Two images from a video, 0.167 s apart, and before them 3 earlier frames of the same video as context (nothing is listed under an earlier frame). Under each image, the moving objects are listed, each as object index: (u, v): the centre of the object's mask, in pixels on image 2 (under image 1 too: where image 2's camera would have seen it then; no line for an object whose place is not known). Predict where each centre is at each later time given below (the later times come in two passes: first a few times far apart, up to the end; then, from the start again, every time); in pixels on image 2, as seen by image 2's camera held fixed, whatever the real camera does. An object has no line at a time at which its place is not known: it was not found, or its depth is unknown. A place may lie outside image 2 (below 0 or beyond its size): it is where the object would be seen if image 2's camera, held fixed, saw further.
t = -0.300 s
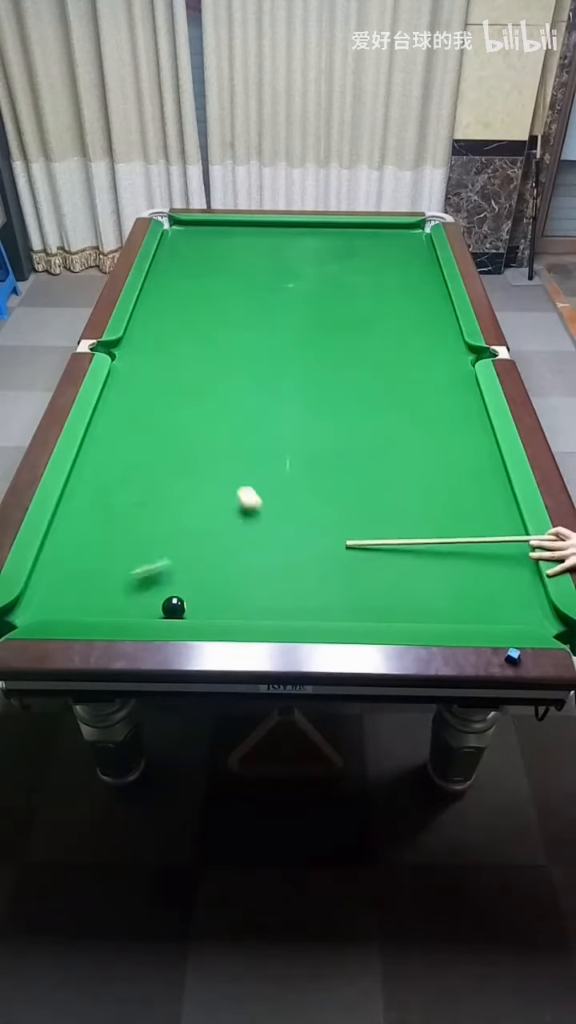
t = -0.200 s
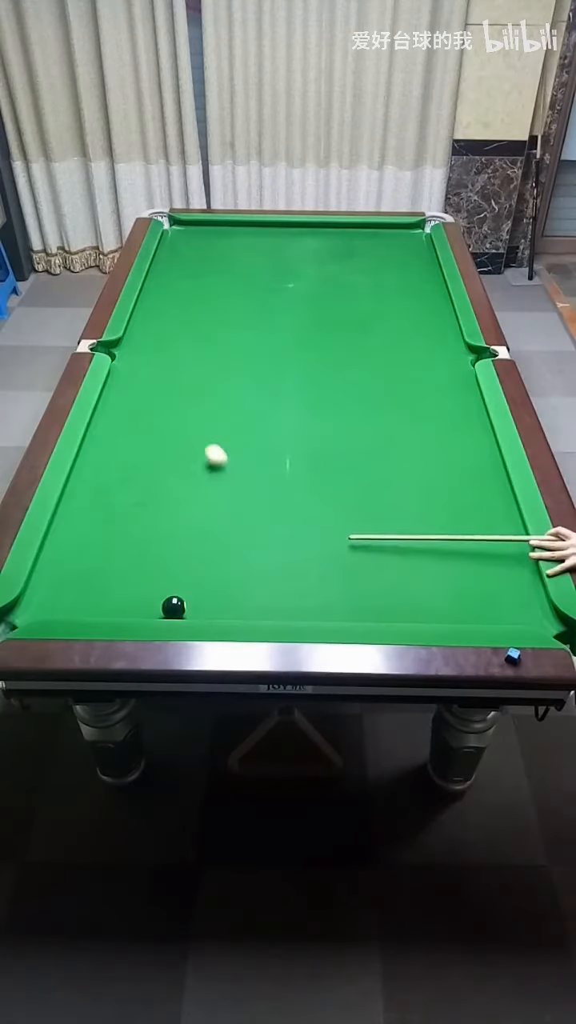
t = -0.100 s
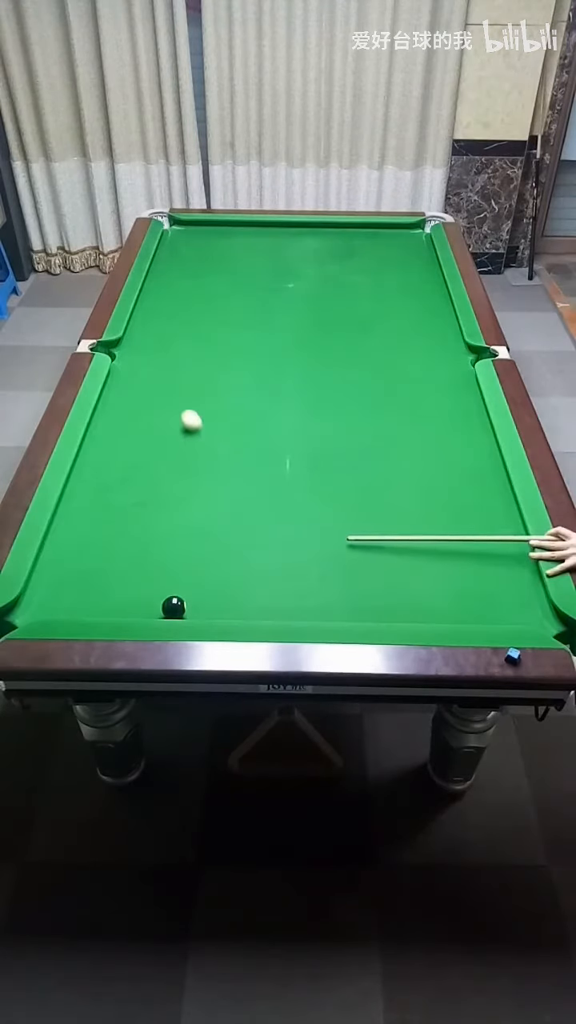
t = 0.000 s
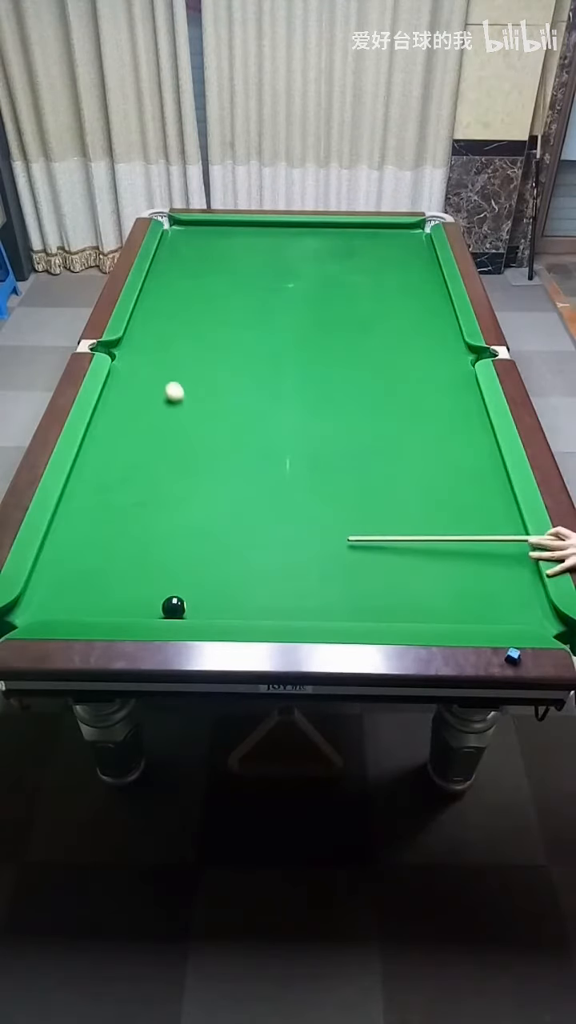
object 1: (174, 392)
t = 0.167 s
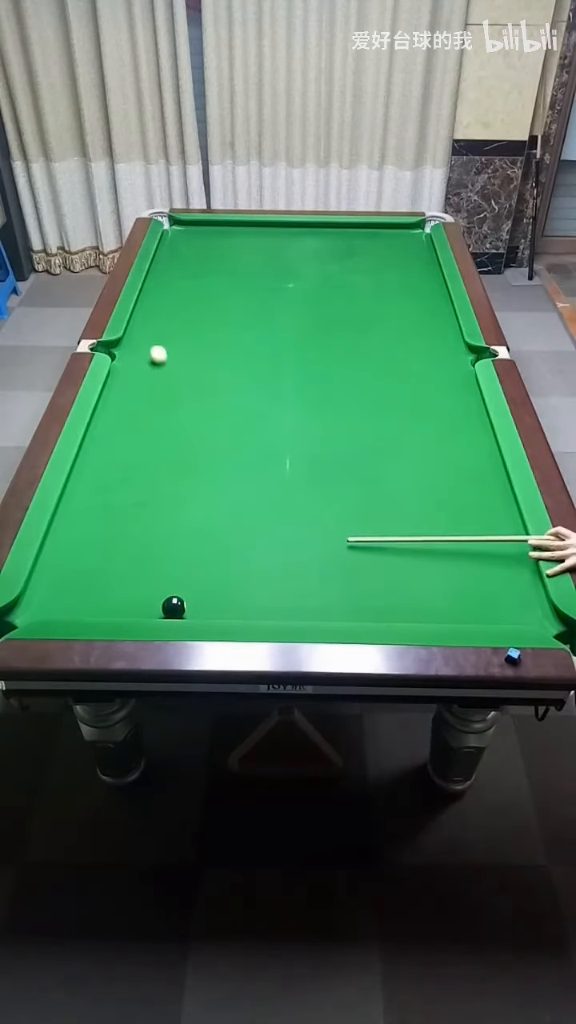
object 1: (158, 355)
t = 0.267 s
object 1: (150, 336)
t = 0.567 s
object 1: (157, 289)
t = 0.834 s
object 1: (183, 259)
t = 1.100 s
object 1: (204, 233)
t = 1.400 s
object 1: (216, 235)
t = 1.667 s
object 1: (222, 251)
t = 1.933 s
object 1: (229, 268)
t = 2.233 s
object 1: (236, 288)
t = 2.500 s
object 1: (243, 307)
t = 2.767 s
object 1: (250, 327)
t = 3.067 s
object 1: (258, 350)
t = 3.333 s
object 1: (265, 372)
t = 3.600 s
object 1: (273, 395)
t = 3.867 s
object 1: (282, 418)
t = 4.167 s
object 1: (292, 444)
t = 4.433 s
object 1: (301, 469)
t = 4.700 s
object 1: (310, 494)
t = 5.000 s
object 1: (321, 522)
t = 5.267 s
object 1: (330, 548)
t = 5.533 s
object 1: (340, 575)
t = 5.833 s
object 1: (352, 604)
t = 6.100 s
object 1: (359, 609)
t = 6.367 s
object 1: (362, 593)
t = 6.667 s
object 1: (366, 579)
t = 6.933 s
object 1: (369, 568)
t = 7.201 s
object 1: (371, 560)
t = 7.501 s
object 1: (373, 552)
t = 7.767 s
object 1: (375, 548)
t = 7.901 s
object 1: (376, 546)
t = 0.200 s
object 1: (155, 348)
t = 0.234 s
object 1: (152, 342)
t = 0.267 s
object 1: (150, 336)
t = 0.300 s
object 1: (148, 329)
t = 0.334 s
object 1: (145, 323)
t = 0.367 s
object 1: (143, 317)
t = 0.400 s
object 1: (140, 311)
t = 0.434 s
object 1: (142, 307)
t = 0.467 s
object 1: (146, 302)
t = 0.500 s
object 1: (150, 298)
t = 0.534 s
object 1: (154, 294)
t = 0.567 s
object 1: (157, 289)
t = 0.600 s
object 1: (161, 285)
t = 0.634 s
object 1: (164, 281)
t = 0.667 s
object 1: (167, 278)
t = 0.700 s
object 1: (171, 274)
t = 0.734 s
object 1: (174, 270)
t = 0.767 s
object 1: (176, 266)
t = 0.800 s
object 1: (180, 263)
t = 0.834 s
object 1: (183, 259)
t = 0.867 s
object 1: (186, 256)
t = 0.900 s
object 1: (189, 252)
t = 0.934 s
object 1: (191, 249)
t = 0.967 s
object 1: (194, 246)
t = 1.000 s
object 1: (196, 243)
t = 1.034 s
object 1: (199, 239)
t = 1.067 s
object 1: (202, 236)
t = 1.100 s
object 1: (204, 233)
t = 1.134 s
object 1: (206, 230)
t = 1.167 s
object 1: (209, 227)
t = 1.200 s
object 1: (211, 225)
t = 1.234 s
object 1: (212, 224)
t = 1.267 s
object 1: (213, 227)
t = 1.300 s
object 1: (214, 229)
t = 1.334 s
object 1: (215, 231)
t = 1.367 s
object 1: (215, 233)
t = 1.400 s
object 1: (216, 235)
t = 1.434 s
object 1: (217, 237)
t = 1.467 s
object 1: (218, 239)
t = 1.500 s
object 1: (218, 241)
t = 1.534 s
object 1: (219, 243)
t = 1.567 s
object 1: (220, 245)
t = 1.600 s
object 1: (221, 247)
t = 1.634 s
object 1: (222, 249)
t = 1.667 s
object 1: (222, 251)
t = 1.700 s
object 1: (223, 253)
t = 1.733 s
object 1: (224, 255)
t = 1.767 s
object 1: (225, 257)
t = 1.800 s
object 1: (225, 259)
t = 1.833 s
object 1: (226, 262)
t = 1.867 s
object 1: (227, 264)
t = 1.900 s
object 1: (228, 266)
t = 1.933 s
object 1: (229, 268)
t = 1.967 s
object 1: (229, 270)
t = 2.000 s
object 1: (230, 273)
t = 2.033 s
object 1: (231, 275)
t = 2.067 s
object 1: (232, 277)
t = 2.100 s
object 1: (233, 279)
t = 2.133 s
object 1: (234, 282)
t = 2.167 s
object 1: (234, 284)
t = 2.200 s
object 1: (235, 286)
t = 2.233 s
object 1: (236, 288)
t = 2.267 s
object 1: (237, 291)
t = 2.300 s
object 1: (238, 293)
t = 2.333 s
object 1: (238, 296)
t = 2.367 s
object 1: (239, 298)
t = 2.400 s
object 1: (240, 300)
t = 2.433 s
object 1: (241, 303)
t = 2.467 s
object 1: (242, 305)
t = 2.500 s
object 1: (243, 307)
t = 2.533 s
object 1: (243, 310)
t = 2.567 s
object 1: (244, 312)
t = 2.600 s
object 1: (245, 315)
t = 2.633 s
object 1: (246, 317)
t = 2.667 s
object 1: (247, 320)
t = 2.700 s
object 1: (248, 322)
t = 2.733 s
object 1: (249, 325)
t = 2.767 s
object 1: (250, 327)
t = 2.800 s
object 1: (251, 330)
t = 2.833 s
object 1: (251, 332)
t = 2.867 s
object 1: (252, 335)
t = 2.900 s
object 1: (253, 337)
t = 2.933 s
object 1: (254, 340)
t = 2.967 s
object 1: (255, 342)
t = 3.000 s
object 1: (256, 345)
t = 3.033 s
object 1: (257, 348)
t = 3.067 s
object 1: (258, 350)
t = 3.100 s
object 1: (259, 353)
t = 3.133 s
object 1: (259, 356)
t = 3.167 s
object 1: (260, 359)
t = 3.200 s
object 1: (261, 361)
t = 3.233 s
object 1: (262, 364)
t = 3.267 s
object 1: (264, 367)
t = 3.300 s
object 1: (264, 369)
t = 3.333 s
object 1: (265, 372)
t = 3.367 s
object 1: (266, 375)
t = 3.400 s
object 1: (267, 378)
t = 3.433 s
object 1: (268, 380)
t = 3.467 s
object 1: (269, 383)
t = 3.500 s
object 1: (270, 386)
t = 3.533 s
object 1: (271, 389)
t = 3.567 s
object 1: (272, 392)
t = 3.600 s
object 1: (273, 395)
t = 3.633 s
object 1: (274, 398)
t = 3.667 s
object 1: (275, 400)
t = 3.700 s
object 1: (277, 403)
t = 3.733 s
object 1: (278, 406)
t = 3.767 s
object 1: (279, 409)
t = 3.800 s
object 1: (280, 412)
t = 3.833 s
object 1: (281, 415)
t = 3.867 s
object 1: (282, 418)
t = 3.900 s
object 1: (283, 421)
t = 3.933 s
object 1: (284, 424)
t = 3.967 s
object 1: (285, 427)
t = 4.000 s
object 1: (286, 429)
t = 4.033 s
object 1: (287, 433)
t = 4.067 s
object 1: (288, 436)
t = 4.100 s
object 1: (290, 438)
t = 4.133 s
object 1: (291, 441)
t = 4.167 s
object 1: (292, 444)
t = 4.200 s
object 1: (293, 448)
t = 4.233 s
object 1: (294, 450)
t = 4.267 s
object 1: (295, 453)
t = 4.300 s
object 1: (296, 457)
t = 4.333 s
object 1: (297, 460)
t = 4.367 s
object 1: (298, 463)
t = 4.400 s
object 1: (299, 466)
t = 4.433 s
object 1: (301, 469)
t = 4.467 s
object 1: (302, 472)
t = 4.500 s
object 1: (303, 475)
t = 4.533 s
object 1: (304, 478)
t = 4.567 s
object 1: (305, 481)
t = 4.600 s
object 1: (306, 484)
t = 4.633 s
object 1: (308, 488)
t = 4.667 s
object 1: (309, 491)
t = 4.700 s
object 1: (310, 494)
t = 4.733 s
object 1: (311, 497)
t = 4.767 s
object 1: (312, 500)
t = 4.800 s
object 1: (313, 503)
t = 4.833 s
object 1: (315, 506)
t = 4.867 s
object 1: (316, 510)
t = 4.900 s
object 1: (317, 513)
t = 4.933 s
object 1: (318, 516)
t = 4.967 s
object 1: (320, 519)
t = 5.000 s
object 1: (321, 522)
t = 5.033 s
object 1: (322, 526)
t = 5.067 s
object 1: (323, 529)
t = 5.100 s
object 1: (325, 532)
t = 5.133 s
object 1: (326, 535)
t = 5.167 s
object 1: (327, 538)
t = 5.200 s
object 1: (328, 542)
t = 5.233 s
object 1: (329, 545)
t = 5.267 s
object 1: (330, 548)
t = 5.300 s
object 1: (332, 551)
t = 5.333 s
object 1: (333, 555)
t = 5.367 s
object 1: (334, 558)
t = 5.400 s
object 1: (335, 561)
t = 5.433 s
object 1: (337, 565)
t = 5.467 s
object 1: (338, 568)
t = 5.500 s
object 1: (339, 571)
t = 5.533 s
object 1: (340, 575)
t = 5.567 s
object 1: (342, 578)
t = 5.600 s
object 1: (343, 581)
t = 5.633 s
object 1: (344, 585)
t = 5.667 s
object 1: (345, 588)
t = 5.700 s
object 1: (346, 591)
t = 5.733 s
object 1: (348, 594)
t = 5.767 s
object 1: (349, 598)
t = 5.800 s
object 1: (350, 601)
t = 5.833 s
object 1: (352, 604)
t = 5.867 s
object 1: (353, 607)
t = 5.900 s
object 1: (354, 610)
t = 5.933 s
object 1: (355, 611)
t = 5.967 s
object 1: (357, 613)
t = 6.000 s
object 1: (357, 612)
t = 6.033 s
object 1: (358, 611)
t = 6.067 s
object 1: (358, 610)
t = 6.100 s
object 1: (359, 609)
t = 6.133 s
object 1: (359, 607)
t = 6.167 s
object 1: (360, 604)
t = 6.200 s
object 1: (360, 603)
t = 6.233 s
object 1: (361, 600)
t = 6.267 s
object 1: (361, 599)
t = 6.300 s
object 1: (361, 597)
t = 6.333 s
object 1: (362, 595)
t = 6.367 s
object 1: (362, 593)
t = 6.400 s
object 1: (363, 591)
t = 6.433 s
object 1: (363, 590)
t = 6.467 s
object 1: (364, 588)
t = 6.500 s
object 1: (364, 586)
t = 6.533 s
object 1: (365, 585)
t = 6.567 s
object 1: (365, 583)
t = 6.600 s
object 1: (365, 582)
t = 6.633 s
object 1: (366, 580)
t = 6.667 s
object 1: (366, 579)
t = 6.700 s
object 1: (367, 577)
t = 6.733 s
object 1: (367, 576)
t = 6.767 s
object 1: (368, 575)
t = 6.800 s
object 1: (368, 573)
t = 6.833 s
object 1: (368, 572)
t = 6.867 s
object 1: (369, 570)
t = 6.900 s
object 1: (369, 569)
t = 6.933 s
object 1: (369, 568)
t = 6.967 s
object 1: (370, 567)
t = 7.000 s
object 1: (370, 566)
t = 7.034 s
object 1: (370, 565)
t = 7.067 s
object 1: (371, 564)
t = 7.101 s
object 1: (371, 562)
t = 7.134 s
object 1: (371, 562)
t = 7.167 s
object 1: (371, 561)
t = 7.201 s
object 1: (371, 560)
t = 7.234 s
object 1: (371, 558)
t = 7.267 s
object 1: (372, 558)
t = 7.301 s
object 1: (372, 557)
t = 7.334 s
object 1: (372, 556)
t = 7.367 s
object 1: (372, 555)
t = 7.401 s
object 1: (372, 555)
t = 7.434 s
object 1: (373, 554)
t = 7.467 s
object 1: (373, 553)
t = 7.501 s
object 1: (373, 552)
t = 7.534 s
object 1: (373, 552)
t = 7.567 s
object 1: (374, 551)
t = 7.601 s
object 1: (374, 550)
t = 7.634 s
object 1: (374, 550)
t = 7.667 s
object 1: (374, 549)
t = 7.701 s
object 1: (374, 549)
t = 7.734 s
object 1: (375, 549)
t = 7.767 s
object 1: (375, 548)
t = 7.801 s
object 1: (375, 548)
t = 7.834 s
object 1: (375, 547)
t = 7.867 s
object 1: (376, 547)
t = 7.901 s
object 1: (376, 546)
